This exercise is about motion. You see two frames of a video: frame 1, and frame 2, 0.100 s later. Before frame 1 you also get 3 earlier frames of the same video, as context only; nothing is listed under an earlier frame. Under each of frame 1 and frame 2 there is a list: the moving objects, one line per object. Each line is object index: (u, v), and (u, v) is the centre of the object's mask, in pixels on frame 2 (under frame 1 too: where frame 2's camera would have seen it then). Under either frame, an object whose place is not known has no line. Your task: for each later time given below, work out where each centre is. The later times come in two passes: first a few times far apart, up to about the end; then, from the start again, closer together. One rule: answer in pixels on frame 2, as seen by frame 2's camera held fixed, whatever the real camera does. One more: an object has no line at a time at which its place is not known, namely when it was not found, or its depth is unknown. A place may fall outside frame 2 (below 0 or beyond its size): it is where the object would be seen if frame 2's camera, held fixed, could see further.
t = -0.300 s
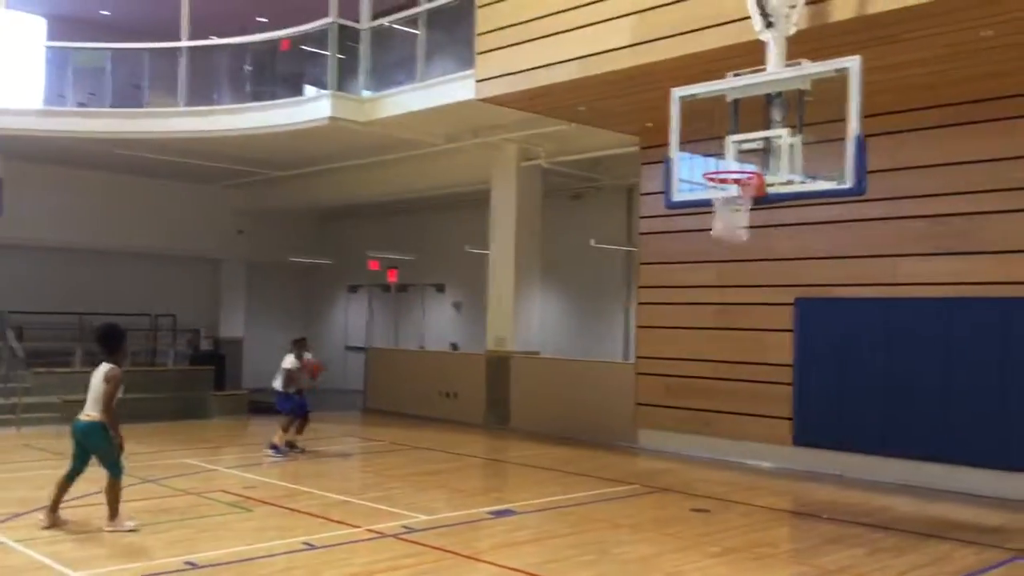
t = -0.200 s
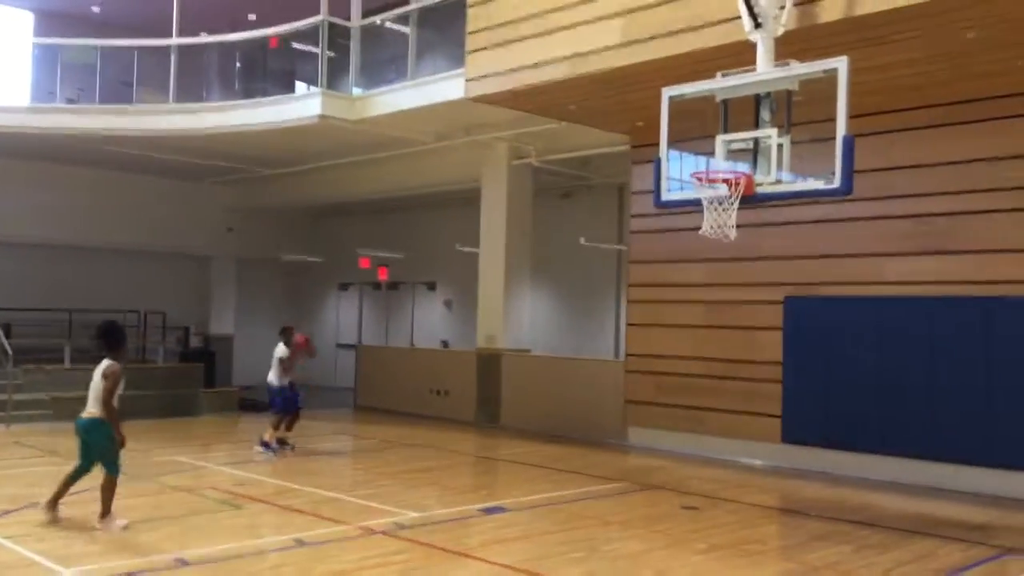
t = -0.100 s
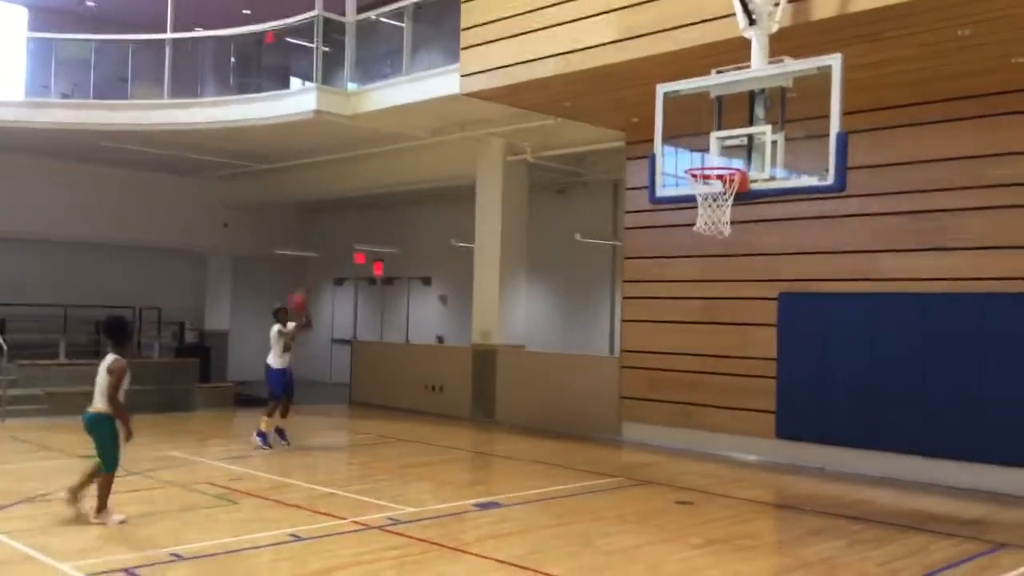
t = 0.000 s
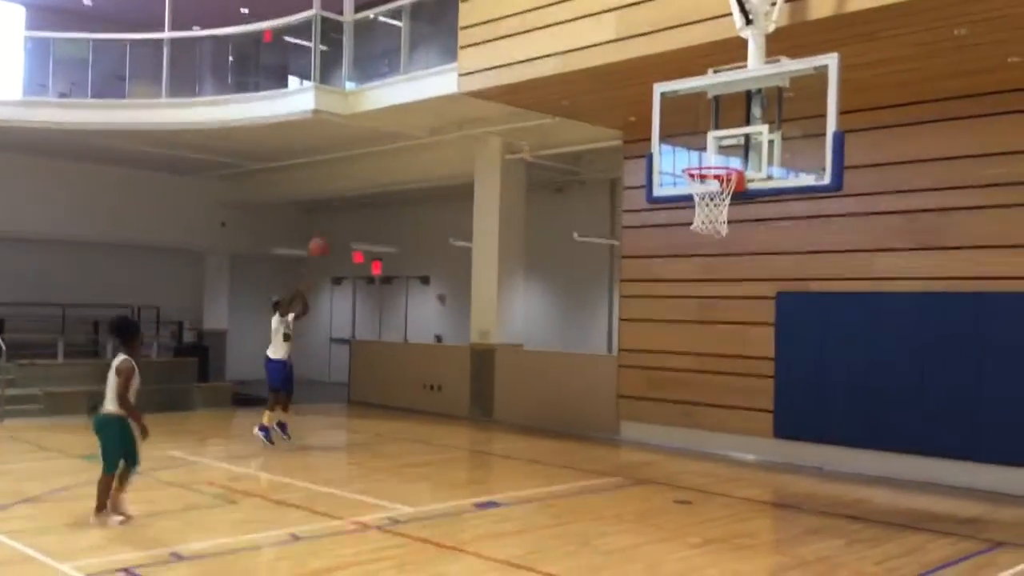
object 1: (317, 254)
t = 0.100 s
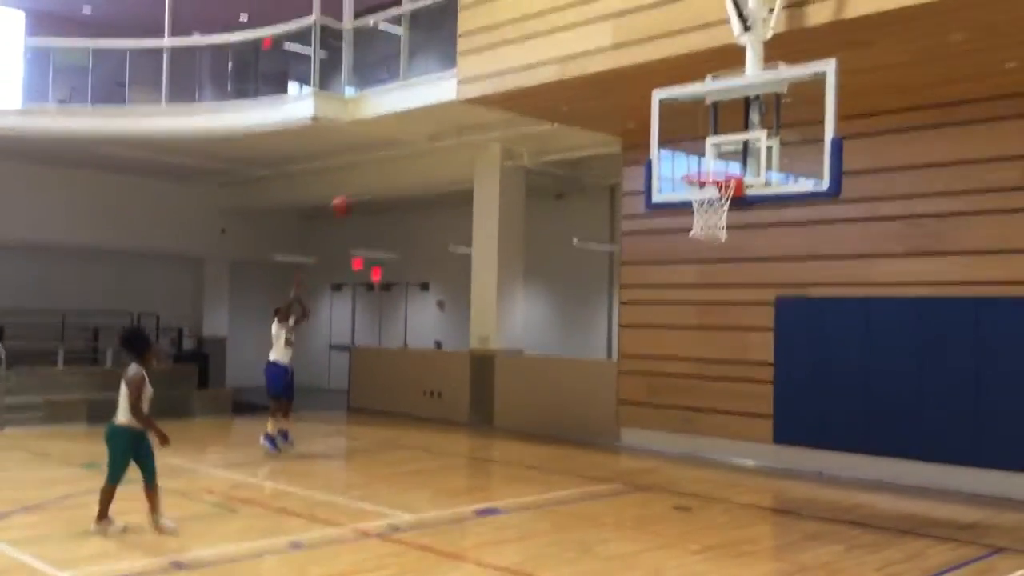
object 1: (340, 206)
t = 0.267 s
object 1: (384, 137)
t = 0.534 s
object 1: (455, 61)
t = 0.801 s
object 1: (538, 41)
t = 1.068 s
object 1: (635, 94)
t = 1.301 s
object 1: (724, 200)
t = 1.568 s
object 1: (754, 260)
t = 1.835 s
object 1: (784, 399)
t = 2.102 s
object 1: (804, 473)
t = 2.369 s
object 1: (789, 363)
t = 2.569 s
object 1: (780, 337)
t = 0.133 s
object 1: (349, 192)
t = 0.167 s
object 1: (358, 178)
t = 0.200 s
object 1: (367, 163)
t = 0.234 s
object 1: (375, 148)
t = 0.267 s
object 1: (384, 137)
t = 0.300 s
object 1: (392, 128)
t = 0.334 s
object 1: (401, 114)
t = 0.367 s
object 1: (409, 103)
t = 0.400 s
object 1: (418, 92)
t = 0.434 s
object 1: (428, 83)
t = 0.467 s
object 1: (437, 75)
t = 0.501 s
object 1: (447, 67)
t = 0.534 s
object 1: (455, 61)
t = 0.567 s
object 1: (466, 54)
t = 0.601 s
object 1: (476, 50)
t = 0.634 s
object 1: (486, 45)
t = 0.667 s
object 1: (496, 42)
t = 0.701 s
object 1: (506, 41)
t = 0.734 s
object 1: (516, 39)
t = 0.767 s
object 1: (527, 39)
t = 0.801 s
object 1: (538, 41)
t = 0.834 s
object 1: (549, 43)
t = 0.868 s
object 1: (560, 46)
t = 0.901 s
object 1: (571, 51)
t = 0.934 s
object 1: (583, 57)
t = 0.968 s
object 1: (595, 64)
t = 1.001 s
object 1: (607, 72)
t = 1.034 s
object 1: (621, 82)
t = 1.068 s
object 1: (635, 94)
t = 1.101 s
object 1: (646, 109)
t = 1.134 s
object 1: (662, 124)
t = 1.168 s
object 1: (675, 136)
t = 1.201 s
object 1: (685, 151)
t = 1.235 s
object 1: (701, 172)
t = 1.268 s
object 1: (714, 192)
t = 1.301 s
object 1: (724, 200)
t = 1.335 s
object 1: (727, 209)
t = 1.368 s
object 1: (730, 209)
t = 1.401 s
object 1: (735, 214)
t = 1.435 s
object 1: (739, 221)
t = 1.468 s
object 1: (743, 229)
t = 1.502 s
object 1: (746, 239)
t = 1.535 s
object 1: (750, 248)
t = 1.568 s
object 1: (754, 260)
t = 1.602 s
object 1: (758, 272)
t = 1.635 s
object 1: (763, 286)
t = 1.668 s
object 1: (766, 301)
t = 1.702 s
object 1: (770, 318)
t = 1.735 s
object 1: (773, 336)
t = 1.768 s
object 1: (777, 354)
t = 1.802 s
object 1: (780, 376)
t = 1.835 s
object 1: (784, 399)
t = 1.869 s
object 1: (788, 422)
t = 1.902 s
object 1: (793, 445)
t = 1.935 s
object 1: (798, 476)
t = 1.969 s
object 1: (802, 503)
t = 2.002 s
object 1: (805, 532)
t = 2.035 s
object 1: (806, 513)
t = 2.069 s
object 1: (804, 494)
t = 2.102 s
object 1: (804, 473)
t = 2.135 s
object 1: (800, 452)
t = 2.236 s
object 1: (795, 406)
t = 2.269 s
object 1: (793, 394)
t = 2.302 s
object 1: (792, 382)
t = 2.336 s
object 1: (790, 372)
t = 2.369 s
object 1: (789, 363)
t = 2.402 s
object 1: (788, 355)
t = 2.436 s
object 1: (787, 348)
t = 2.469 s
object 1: (786, 343)
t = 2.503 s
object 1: (783, 339)
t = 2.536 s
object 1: (782, 338)
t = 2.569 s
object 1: (780, 337)
